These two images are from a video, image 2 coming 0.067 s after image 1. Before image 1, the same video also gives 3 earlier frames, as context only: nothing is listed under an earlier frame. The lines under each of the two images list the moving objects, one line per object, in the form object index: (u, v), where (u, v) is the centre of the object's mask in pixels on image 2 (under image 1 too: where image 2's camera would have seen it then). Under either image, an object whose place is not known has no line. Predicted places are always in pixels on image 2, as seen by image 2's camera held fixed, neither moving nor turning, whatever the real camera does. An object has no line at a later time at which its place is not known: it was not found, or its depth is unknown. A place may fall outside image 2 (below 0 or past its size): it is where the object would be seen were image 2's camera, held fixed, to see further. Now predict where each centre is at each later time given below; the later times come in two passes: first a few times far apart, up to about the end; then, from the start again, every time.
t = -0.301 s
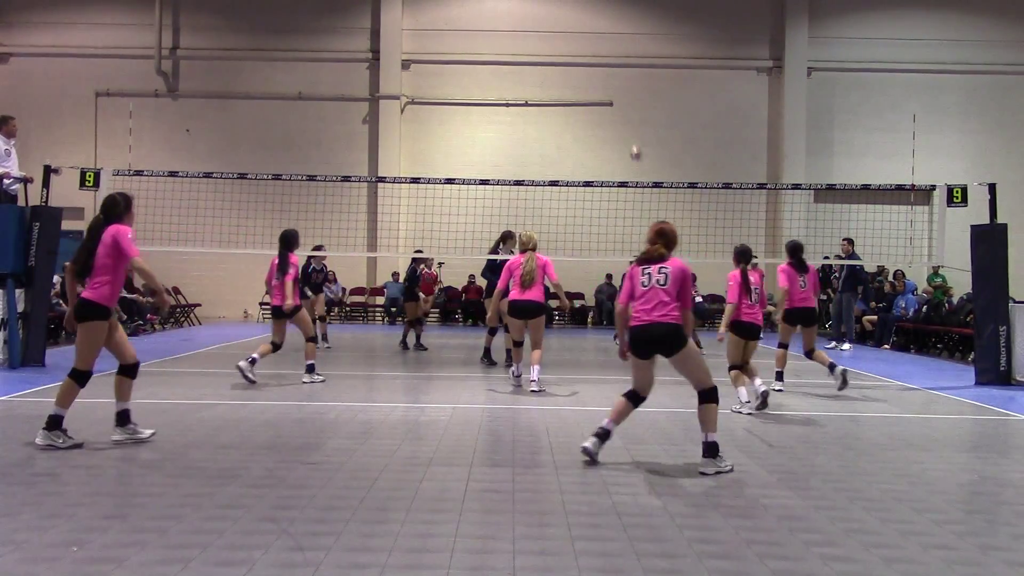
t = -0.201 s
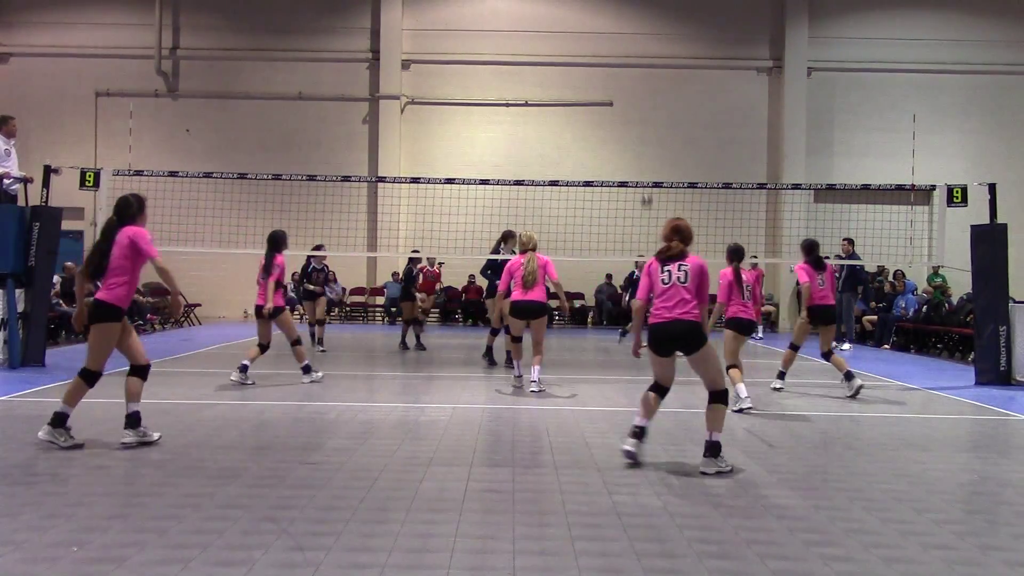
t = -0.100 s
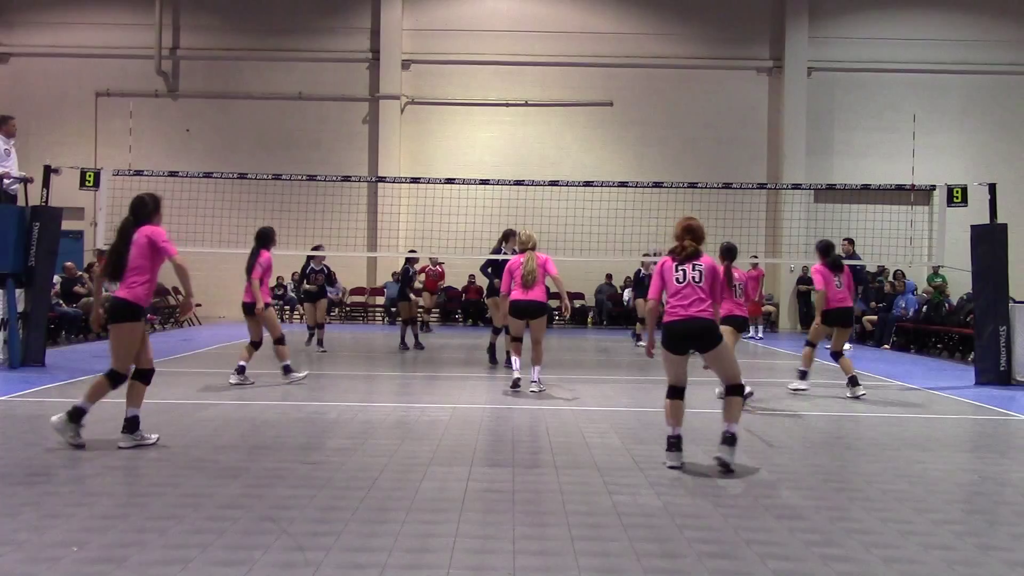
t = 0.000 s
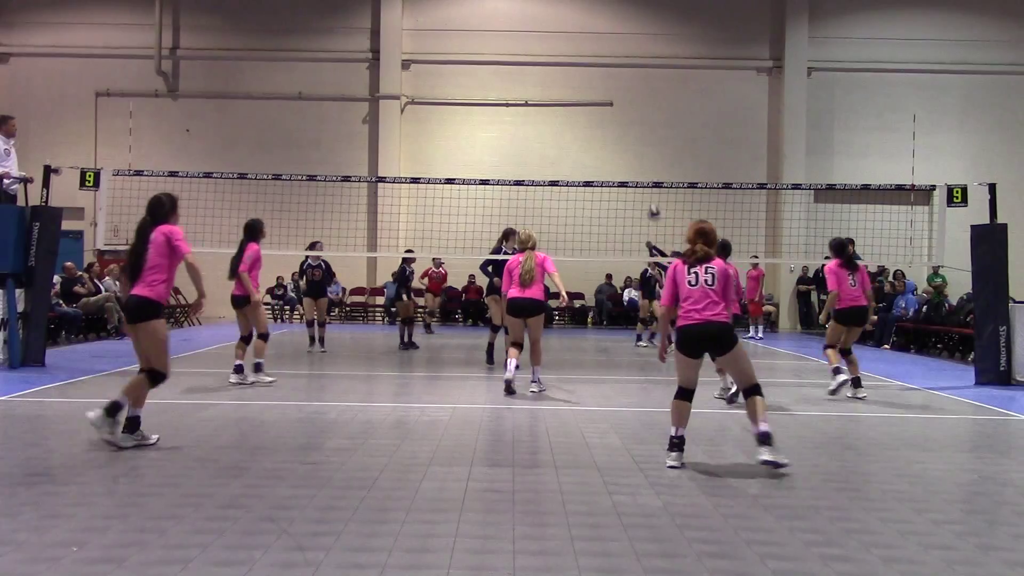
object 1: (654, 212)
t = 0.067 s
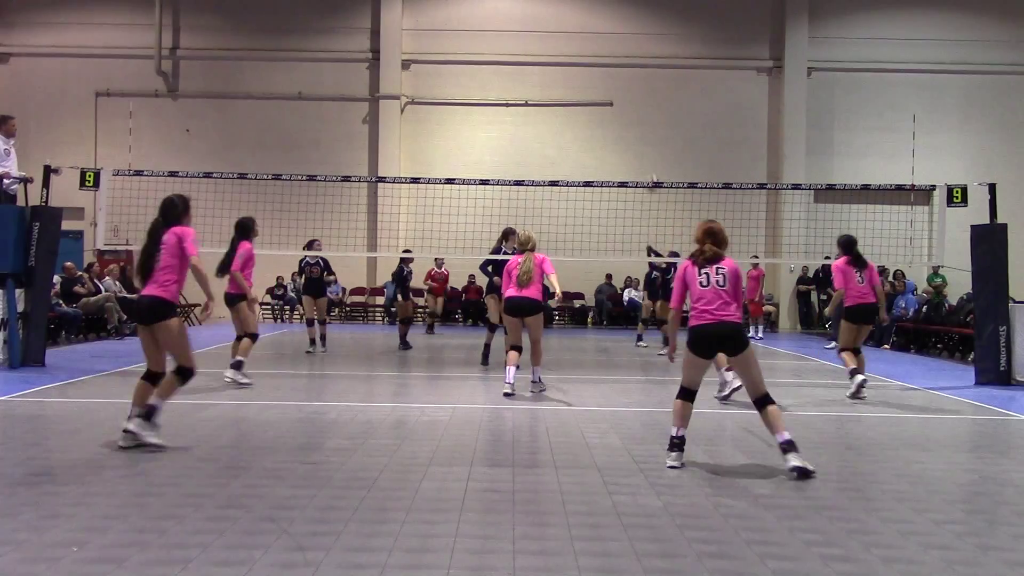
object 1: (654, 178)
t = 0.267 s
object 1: (646, 103)
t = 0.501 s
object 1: (639, 38)
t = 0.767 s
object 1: (628, 17)
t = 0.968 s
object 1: (615, 76)
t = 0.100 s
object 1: (651, 169)
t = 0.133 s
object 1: (650, 154)
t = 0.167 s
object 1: (649, 142)
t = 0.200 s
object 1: (648, 128)
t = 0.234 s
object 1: (647, 116)
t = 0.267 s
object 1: (646, 103)
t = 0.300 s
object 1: (644, 93)
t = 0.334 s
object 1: (644, 82)
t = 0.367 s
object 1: (643, 71)
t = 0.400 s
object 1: (641, 61)
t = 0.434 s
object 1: (640, 53)
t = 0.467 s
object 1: (639, 44)
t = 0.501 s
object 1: (639, 38)
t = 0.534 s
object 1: (637, 31)
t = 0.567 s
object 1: (636, 25)
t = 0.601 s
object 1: (634, 21)
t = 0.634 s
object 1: (634, 17)
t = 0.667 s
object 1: (632, 15)
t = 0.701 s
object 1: (630, 15)
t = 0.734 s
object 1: (629, 15)
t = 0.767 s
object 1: (628, 17)
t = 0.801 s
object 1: (626, 21)
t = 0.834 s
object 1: (624, 27)
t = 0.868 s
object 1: (622, 35)
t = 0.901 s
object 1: (620, 46)
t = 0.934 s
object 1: (618, 59)
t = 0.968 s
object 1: (615, 76)
